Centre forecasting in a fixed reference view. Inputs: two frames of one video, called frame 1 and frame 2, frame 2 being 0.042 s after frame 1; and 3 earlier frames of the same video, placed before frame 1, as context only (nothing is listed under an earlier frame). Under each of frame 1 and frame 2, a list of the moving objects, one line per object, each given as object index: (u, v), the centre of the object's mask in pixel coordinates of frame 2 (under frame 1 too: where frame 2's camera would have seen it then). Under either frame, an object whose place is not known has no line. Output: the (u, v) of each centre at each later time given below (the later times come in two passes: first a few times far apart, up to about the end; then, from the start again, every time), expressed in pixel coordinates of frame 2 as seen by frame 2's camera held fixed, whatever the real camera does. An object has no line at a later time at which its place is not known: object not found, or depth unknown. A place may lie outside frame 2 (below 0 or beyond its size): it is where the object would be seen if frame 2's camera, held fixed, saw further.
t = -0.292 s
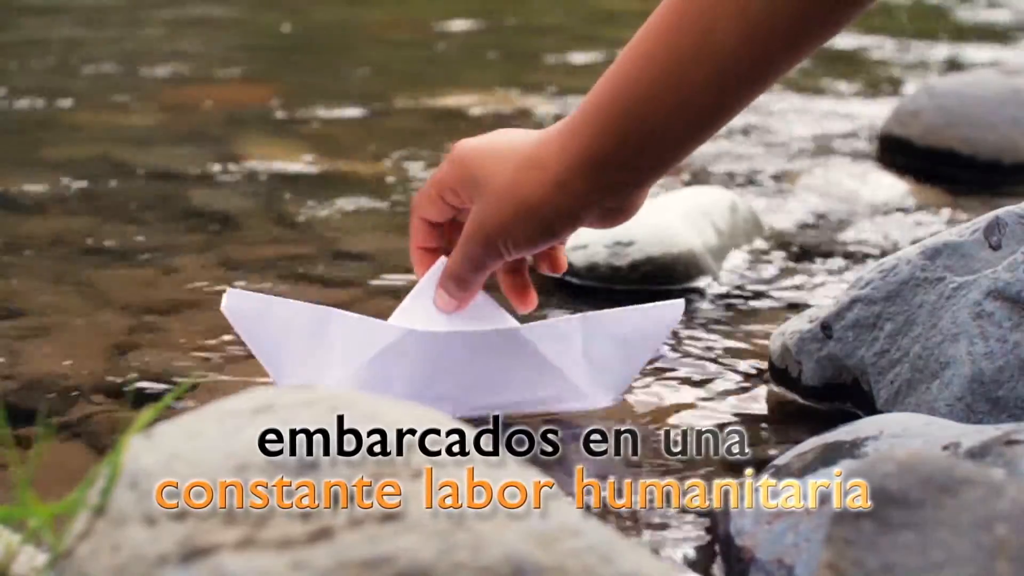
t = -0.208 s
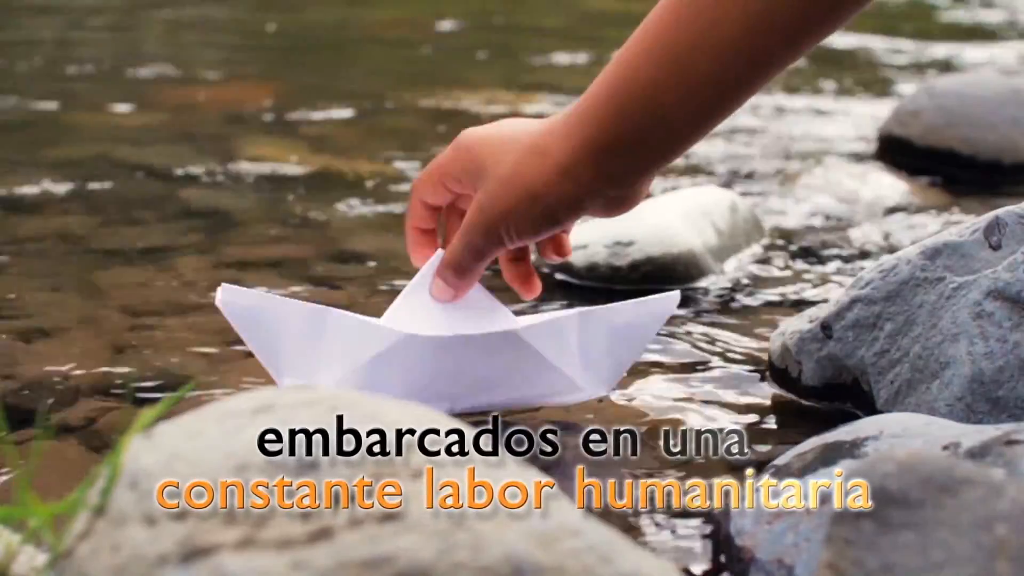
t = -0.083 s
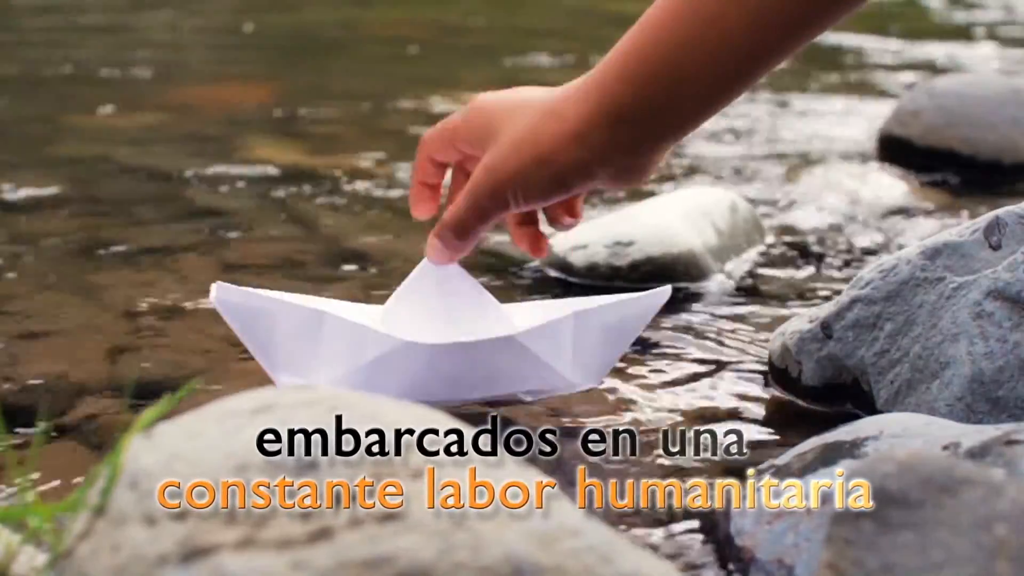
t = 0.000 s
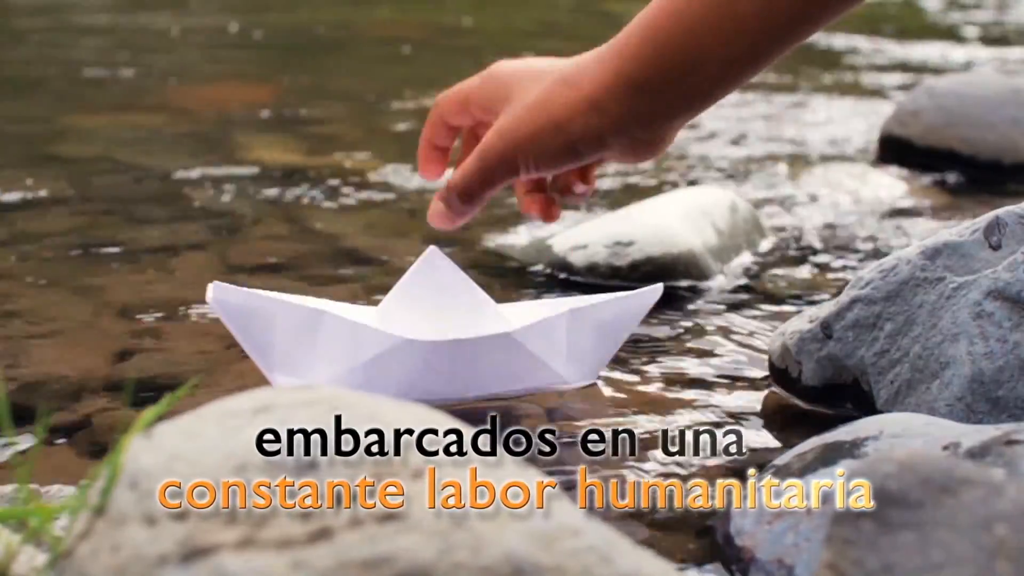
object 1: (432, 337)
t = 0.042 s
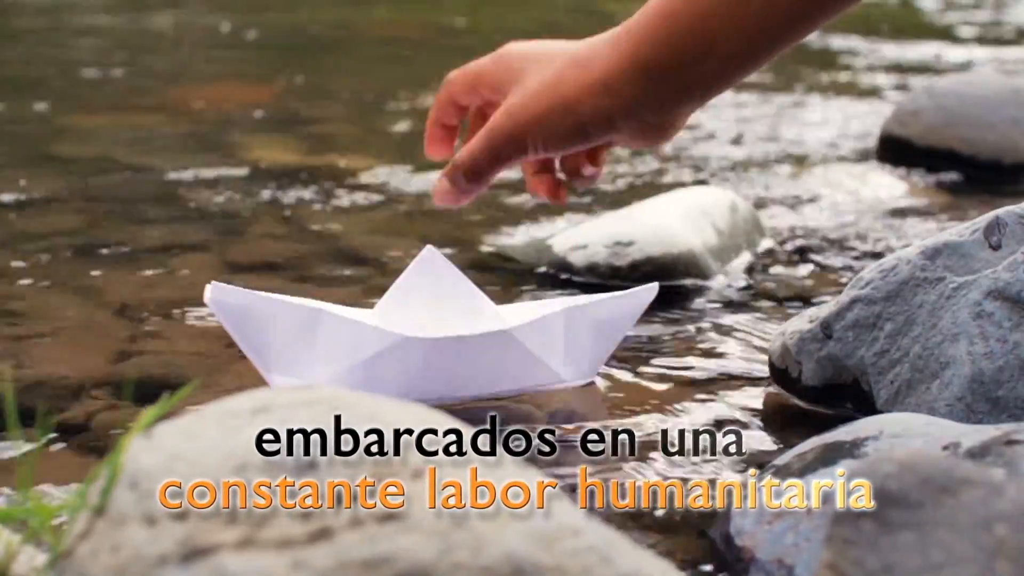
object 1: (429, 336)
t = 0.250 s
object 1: (416, 337)
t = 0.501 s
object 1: (411, 336)
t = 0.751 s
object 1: (404, 332)
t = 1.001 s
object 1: (392, 331)
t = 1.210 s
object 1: (381, 328)
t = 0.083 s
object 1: (426, 337)
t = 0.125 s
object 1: (423, 337)
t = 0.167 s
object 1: (420, 337)
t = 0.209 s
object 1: (418, 337)
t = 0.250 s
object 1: (416, 337)
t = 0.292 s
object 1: (415, 337)
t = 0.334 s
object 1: (414, 336)
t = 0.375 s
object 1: (413, 337)
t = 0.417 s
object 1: (412, 336)
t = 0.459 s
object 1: (411, 336)
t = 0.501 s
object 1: (411, 336)
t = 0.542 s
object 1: (411, 335)
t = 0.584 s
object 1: (411, 335)
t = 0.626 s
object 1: (410, 334)
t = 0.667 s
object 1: (408, 333)
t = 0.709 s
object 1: (406, 333)
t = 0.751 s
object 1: (404, 332)
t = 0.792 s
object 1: (402, 332)
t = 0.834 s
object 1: (400, 332)
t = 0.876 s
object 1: (398, 331)
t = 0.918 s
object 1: (396, 331)
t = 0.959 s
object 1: (394, 331)
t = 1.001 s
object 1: (392, 331)
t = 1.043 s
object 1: (390, 331)
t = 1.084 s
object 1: (388, 330)
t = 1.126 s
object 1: (385, 330)
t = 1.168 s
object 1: (383, 329)
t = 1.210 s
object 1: (381, 328)
